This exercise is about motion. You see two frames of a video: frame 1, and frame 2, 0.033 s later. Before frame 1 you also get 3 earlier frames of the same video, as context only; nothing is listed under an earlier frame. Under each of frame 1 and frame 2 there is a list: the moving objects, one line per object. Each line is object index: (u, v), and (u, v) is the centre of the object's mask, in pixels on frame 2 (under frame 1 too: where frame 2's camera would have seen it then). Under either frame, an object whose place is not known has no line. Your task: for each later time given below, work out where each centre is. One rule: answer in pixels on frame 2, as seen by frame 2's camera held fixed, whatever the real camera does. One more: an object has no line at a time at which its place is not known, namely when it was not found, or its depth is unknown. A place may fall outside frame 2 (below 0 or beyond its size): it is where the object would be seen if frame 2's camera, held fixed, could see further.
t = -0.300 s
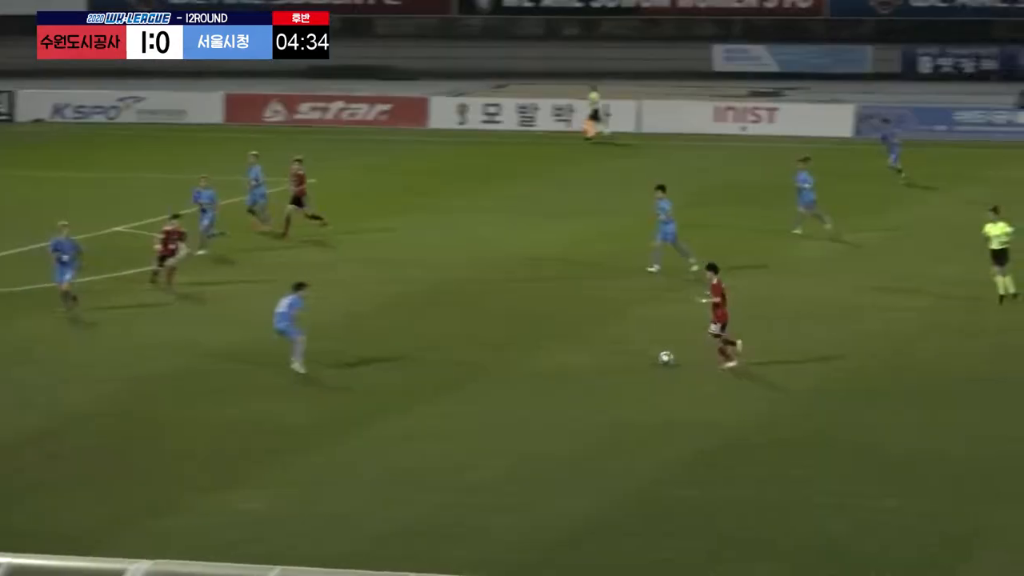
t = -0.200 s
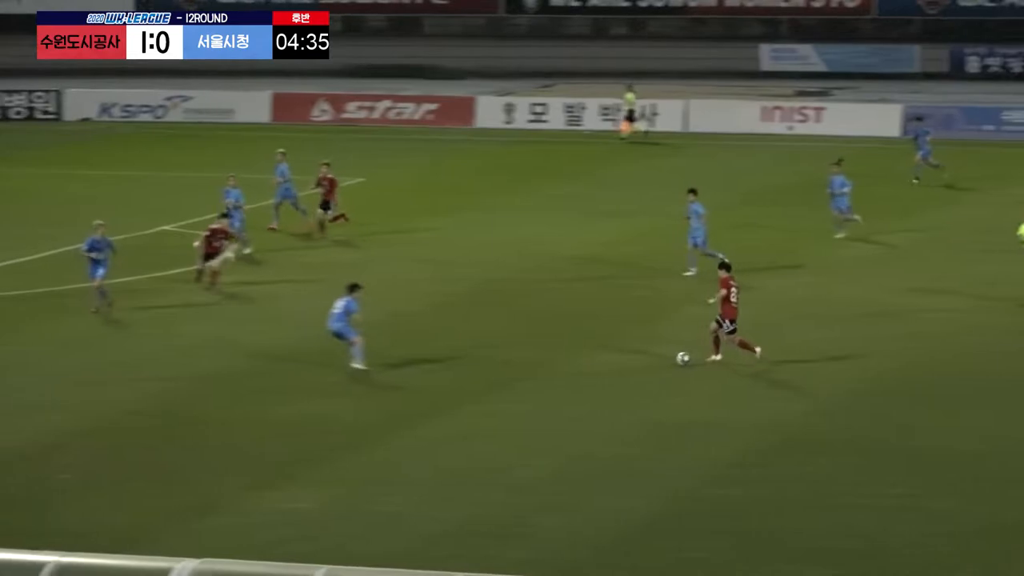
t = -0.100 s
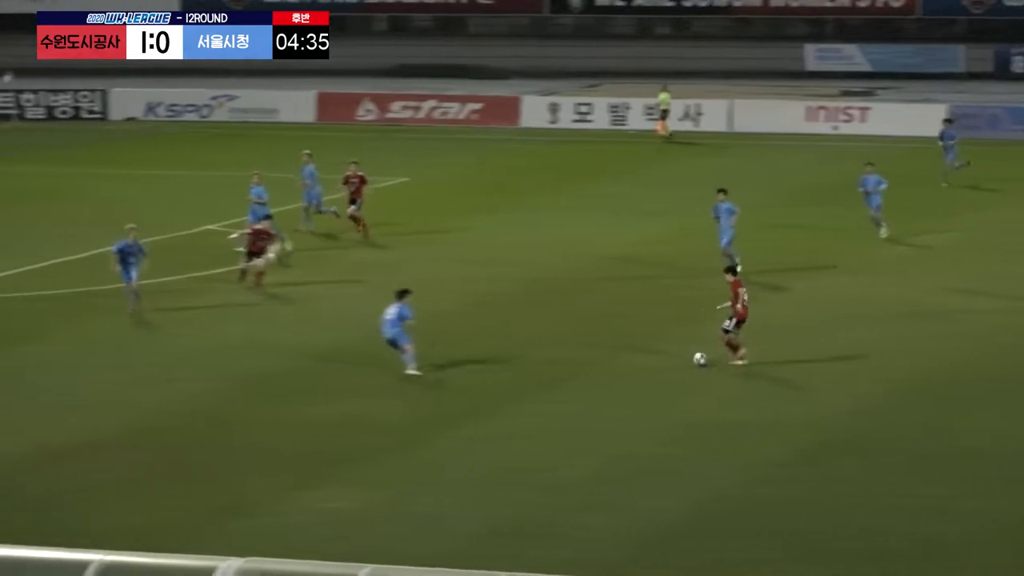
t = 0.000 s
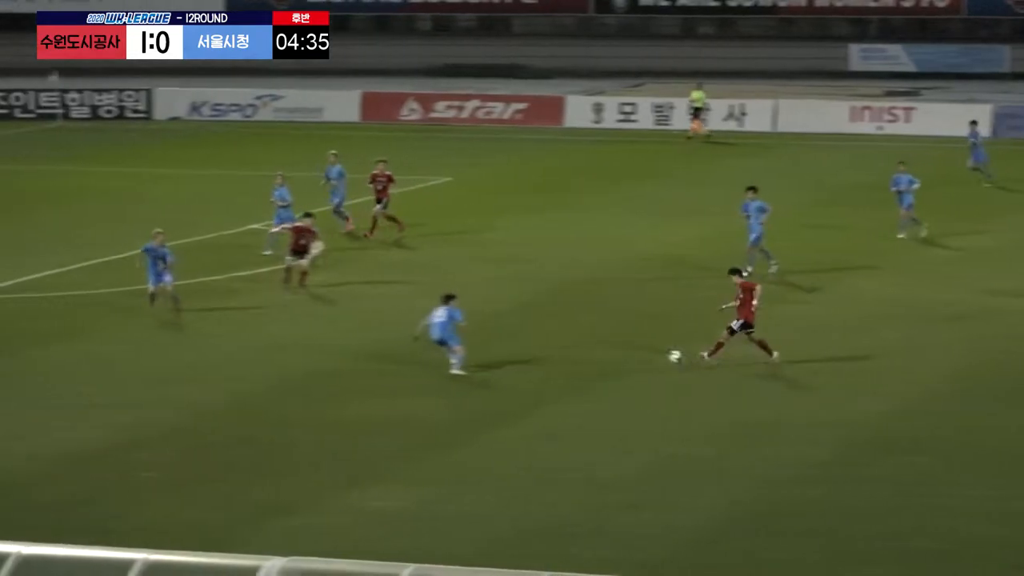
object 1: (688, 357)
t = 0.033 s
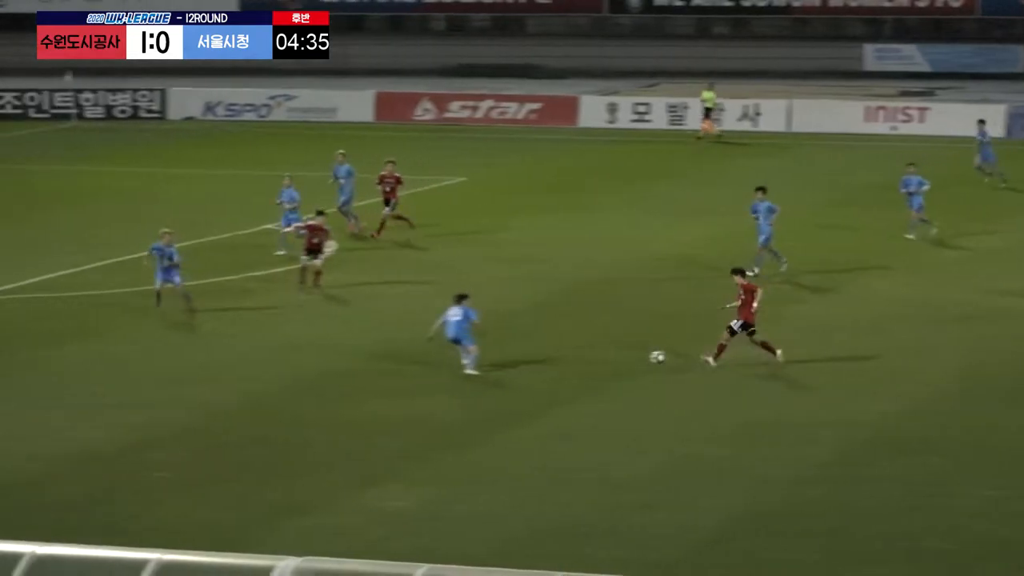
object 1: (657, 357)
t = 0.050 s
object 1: (643, 357)
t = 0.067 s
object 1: (629, 357)
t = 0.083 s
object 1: (612, 358)
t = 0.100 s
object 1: (598, 358)
